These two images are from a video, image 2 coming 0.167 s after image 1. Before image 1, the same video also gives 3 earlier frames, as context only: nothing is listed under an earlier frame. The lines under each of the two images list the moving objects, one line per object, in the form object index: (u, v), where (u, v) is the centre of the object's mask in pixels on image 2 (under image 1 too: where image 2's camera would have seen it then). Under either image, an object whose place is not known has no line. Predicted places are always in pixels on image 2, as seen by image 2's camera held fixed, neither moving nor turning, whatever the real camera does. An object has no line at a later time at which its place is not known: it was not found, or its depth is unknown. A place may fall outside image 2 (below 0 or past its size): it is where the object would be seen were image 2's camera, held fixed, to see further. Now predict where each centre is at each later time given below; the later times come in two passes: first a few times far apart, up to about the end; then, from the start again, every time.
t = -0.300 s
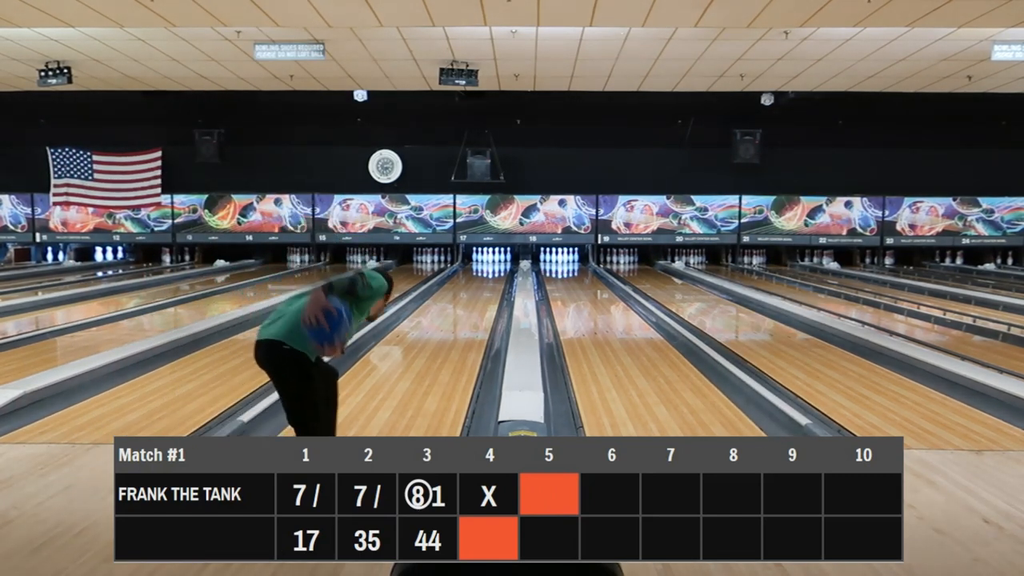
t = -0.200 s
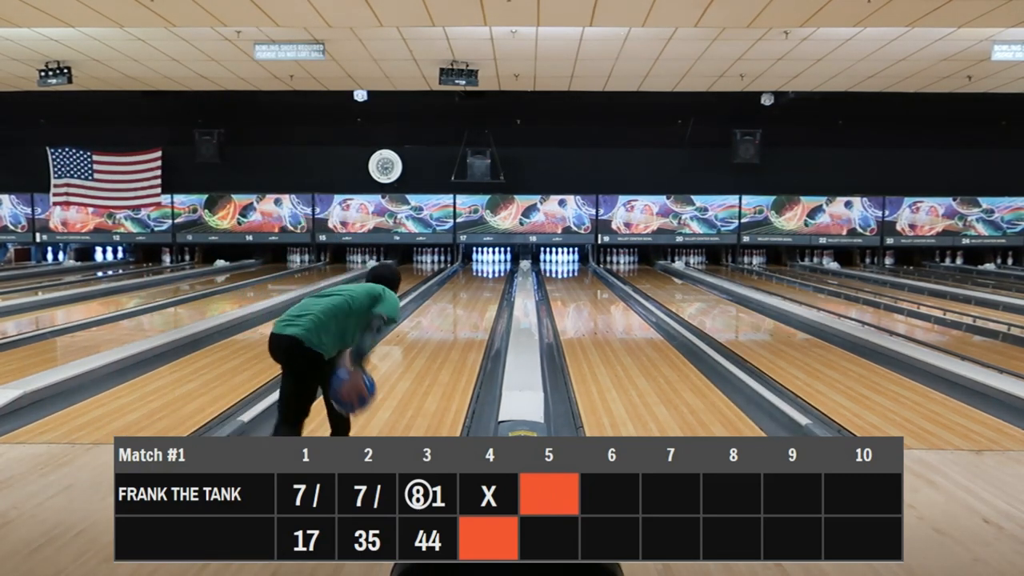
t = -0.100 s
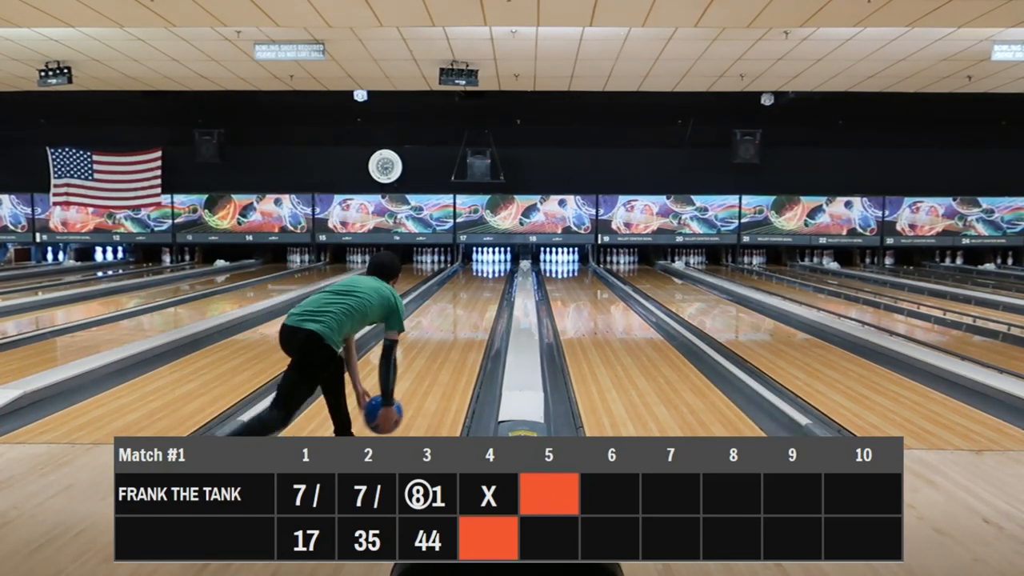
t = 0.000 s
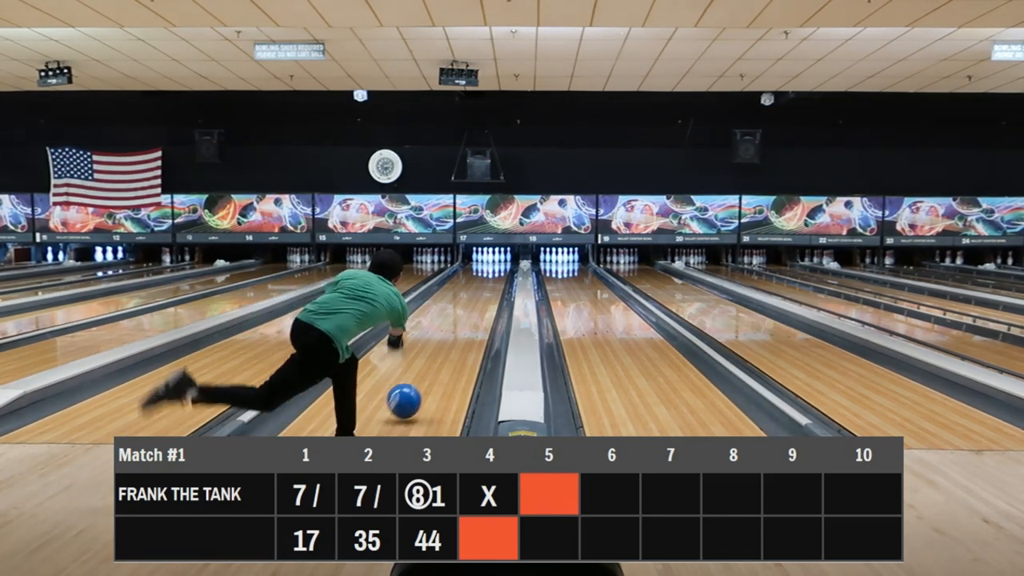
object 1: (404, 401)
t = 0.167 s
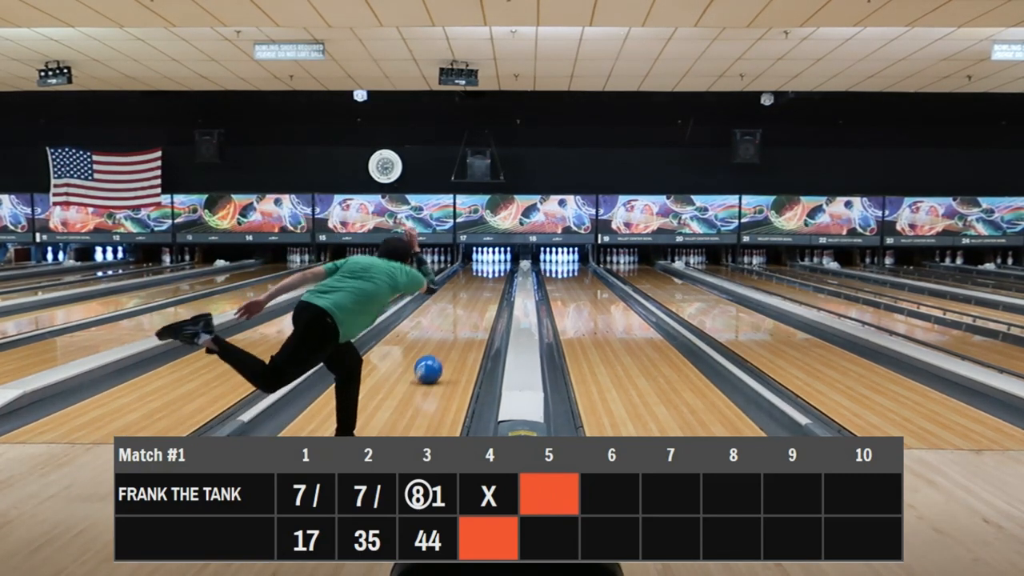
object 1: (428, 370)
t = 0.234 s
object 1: (436, 359)
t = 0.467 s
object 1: (455, 331)
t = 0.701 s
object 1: (467, 313)
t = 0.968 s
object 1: (477, 298)
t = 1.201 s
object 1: (483, 288)
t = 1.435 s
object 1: (487, 281)
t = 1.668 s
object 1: (490, 274)
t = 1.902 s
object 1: (492, 270)
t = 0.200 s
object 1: (432, 364)
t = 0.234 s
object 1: (436, 359)
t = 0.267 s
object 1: (439, 354)
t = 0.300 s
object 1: (442, 349)
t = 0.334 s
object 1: (445, 346)
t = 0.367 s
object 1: (448, 341)
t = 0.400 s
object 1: (450, 338)
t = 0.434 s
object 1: (452, 334)
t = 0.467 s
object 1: (455, 331)
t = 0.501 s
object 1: (457, 328)
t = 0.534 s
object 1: (459, 325)
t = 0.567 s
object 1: (461, 323)
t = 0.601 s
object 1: (462, 320)
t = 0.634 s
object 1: (464, 317)
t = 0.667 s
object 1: (466, 315)
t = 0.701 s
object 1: (467, 313)
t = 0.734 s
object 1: (469, 311)
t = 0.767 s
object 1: (470, 309)
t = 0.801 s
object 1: (471, 307)
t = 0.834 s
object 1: (473, 305)
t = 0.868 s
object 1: (474, 303)
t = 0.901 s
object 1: (475, 302)
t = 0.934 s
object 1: (476, 299)
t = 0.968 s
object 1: (477, 298)
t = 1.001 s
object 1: (478, 297)
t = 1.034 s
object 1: (479, 295)
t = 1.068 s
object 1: (480, 293)
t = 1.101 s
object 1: (480, 292)
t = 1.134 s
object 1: (481, 291)
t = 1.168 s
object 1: (482, 290)
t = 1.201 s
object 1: (483, 288)
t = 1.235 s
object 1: (484, 287)
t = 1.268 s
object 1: (484, 286)
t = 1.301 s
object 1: (485, 285)
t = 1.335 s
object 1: (485, 284)
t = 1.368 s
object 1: (486, 283)
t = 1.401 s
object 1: (487, 282)
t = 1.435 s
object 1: (487, 281)
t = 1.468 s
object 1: (488, 280)
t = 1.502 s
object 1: (488, 279)
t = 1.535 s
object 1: (489, 278)
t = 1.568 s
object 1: (489, 277)
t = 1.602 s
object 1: (490, 276)
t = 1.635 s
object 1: (490, 275)
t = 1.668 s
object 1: (490, 274)
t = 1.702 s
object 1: (491, 273)
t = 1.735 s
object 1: (491, 273)
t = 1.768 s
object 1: (491, 272)
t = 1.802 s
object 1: (491, 272)
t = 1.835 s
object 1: (491, 271)
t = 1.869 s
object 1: (492, 271)
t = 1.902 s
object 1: (492, 270)
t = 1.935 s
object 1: (493, 270)
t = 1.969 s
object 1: (493, 269)
